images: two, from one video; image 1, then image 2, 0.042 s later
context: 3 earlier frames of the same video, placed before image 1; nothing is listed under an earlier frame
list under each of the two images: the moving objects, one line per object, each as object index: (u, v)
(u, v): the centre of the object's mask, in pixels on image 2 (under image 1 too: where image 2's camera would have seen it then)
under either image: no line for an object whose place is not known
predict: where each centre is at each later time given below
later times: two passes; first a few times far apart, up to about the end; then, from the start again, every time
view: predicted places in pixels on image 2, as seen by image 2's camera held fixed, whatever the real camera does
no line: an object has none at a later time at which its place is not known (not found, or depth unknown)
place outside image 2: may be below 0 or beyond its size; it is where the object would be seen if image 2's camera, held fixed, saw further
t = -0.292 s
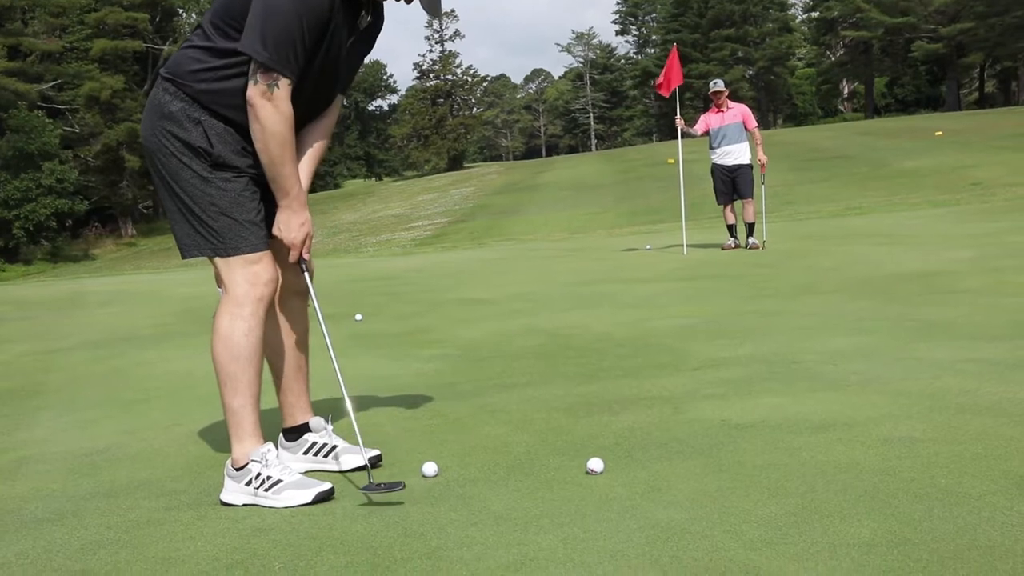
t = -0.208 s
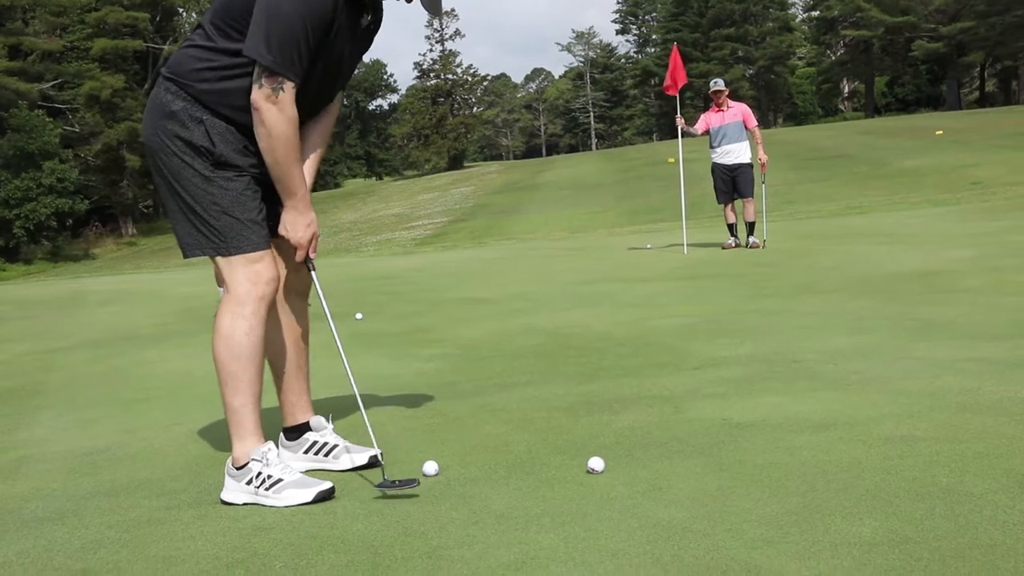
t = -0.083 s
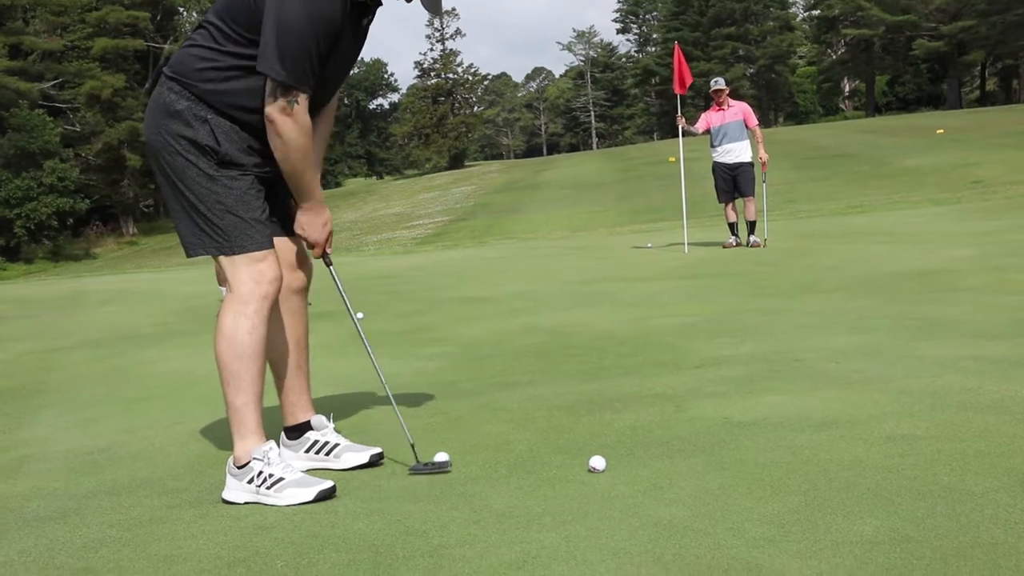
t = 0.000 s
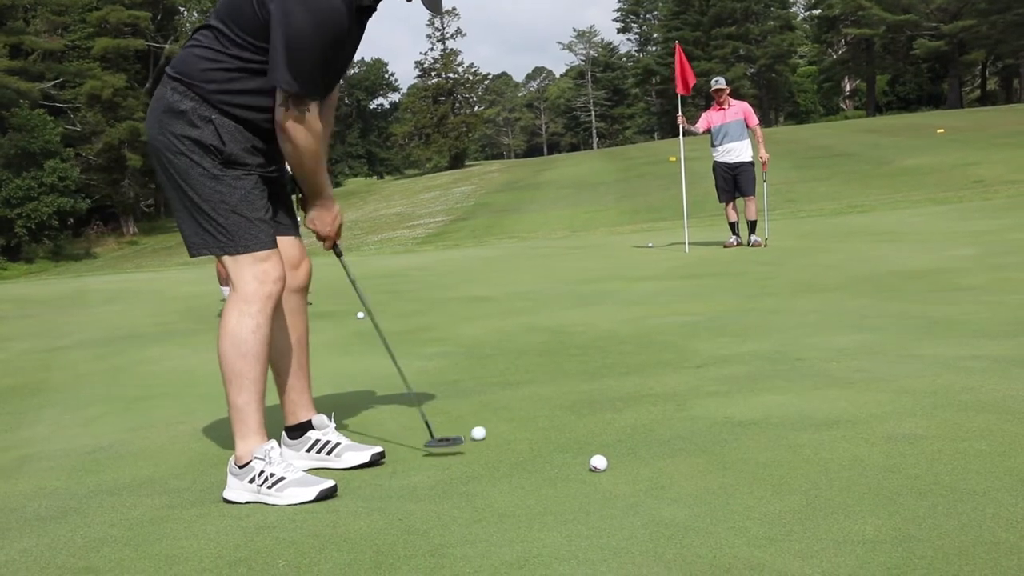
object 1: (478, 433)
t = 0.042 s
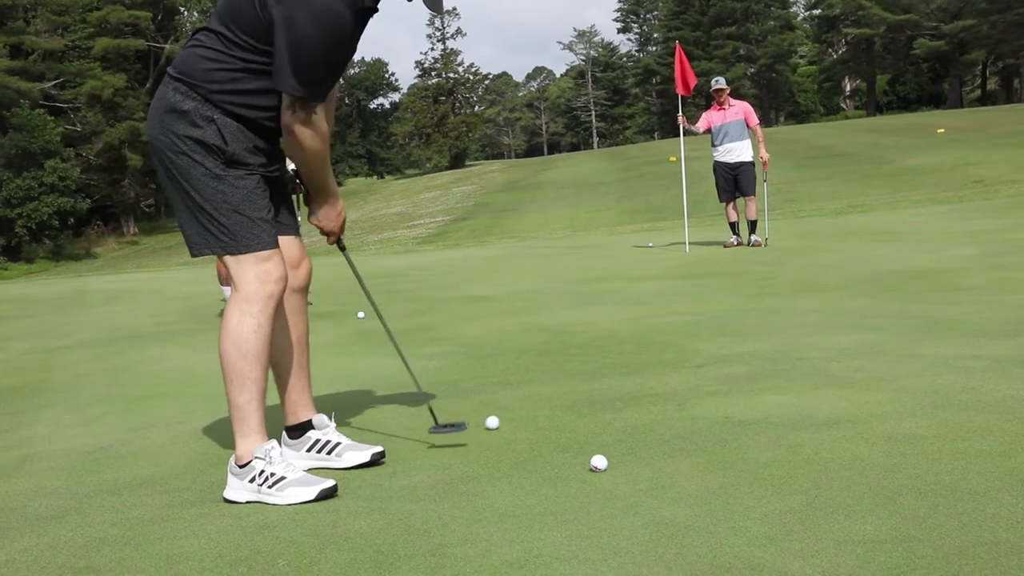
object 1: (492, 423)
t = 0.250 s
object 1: (538, 386)
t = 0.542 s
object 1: (582, 353)
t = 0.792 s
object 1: (608, 332)
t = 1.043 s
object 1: (626, 315)
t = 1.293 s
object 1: (640, 302)
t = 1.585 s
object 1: (654, 290)
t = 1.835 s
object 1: (664, 283)
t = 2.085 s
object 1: (673, 276)
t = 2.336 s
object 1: (681, 271)
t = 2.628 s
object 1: (687, 265)
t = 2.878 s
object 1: (692, 262)
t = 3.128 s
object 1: (696, 258)
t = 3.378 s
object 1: (700, 255)
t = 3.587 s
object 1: (703, 254)
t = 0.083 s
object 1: (503, 414)
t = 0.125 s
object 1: (513, 406)
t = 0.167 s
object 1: (523, 399)
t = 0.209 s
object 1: (531, 393)
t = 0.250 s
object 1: (538, 386)
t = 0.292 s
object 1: (546, 380)
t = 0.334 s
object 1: (553, 375)
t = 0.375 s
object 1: (559, 370)
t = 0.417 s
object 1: (565, 366)
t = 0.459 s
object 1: (571, 361)
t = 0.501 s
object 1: (577, 357)
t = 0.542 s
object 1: (582, 353)
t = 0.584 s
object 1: (587, 349)
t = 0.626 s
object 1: (592, 346)
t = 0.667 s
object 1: (596, 342)
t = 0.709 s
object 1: (601, 339)
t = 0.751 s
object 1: (604, 335)
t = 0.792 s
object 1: (608, 332)
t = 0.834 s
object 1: (612, 329)
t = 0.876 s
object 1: (615, 326)
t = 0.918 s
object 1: (618, 323)
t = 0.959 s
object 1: (621, 320)
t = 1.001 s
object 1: (624, 318)
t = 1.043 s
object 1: (626, 315)
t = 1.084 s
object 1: (629, 313)
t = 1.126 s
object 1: (631, 310)
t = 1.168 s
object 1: (634, 308)
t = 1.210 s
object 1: (636, 306)
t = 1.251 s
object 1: (638, 304)
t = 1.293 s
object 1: (640, 302)
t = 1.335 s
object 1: (642, 300)
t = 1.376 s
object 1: (644, 298)
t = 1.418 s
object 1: (646, 297)
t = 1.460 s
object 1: (648, 295)
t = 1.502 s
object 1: (650, 294)
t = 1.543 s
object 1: (652, 292)
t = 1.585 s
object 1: (654, 290)
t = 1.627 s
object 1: (656, 289)
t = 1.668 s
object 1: (657, 288)
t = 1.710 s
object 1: (660, 286)
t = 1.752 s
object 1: (661, 285)
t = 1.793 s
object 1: (663, 284)
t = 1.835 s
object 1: (664, 283)
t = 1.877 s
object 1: (666, 281)
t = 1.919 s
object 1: (668, 280)
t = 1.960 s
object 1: (669, 279)
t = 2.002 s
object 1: (671, 278)
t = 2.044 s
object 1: (672, 277)
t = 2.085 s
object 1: (673, 276)
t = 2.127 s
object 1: (675, 275)
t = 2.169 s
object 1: (676, 274)
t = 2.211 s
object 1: (677, 273)
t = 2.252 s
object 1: (679, 272)
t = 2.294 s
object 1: (680, 272)
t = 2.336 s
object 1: (681, 271)
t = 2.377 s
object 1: (682, 270)
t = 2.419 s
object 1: (683, 269)
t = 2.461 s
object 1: (684, 268)
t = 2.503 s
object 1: (685, 268)
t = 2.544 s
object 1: (686, 267)
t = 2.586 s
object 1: (687, 266)
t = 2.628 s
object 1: (687, 265)
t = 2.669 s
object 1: (688, 265)
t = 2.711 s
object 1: (689, 264)
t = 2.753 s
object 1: (690, 263)
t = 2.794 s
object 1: (691, 263)
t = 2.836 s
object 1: (692, 262)
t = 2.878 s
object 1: (692, 262)
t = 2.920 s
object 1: (693, 261)
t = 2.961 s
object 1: (694, 261)
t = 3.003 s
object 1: (694, 260)
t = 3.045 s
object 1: (695, 259)
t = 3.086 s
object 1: (695, 259)
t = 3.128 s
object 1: (696, 258)
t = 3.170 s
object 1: (697, 258)
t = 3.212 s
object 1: (697, 257)
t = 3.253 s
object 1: (698, 257)
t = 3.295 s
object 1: (698, 257)
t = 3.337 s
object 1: (699, 256)
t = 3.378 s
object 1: (700, 255)
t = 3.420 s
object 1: (700, 255)
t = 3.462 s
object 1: (701, 255)
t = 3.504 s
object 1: (701, 254)
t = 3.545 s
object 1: (702, 254)
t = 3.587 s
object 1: (703, 254)
